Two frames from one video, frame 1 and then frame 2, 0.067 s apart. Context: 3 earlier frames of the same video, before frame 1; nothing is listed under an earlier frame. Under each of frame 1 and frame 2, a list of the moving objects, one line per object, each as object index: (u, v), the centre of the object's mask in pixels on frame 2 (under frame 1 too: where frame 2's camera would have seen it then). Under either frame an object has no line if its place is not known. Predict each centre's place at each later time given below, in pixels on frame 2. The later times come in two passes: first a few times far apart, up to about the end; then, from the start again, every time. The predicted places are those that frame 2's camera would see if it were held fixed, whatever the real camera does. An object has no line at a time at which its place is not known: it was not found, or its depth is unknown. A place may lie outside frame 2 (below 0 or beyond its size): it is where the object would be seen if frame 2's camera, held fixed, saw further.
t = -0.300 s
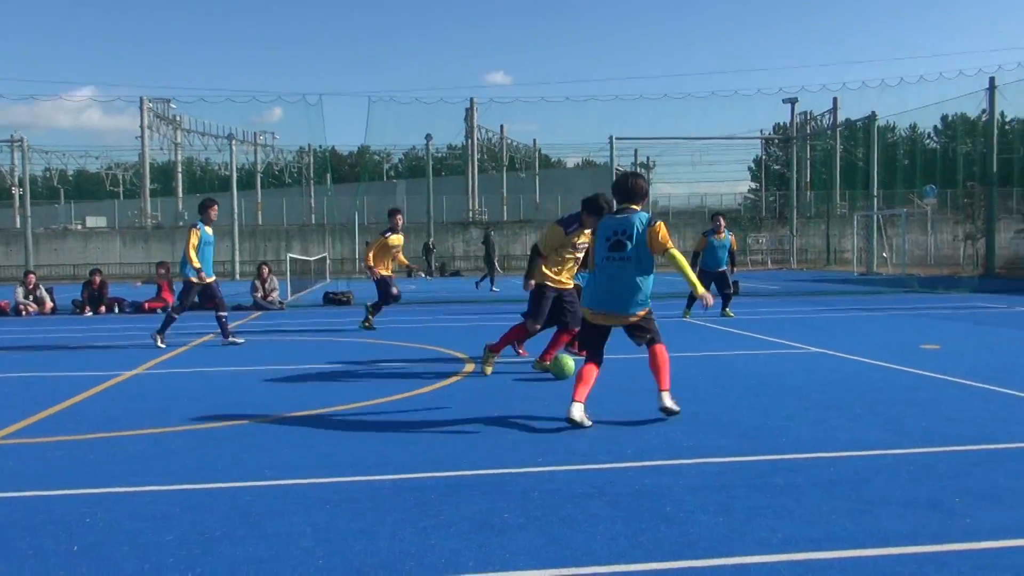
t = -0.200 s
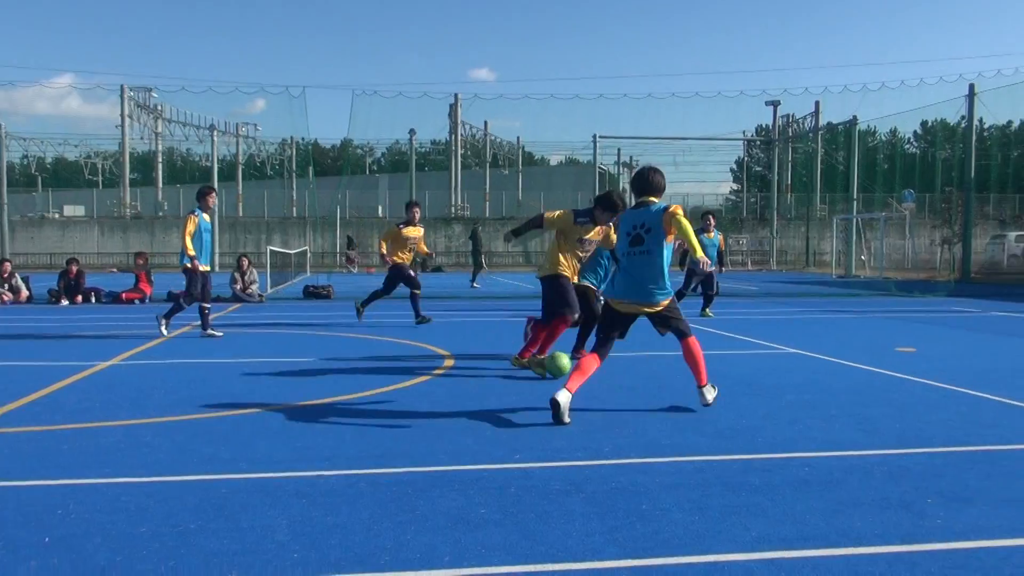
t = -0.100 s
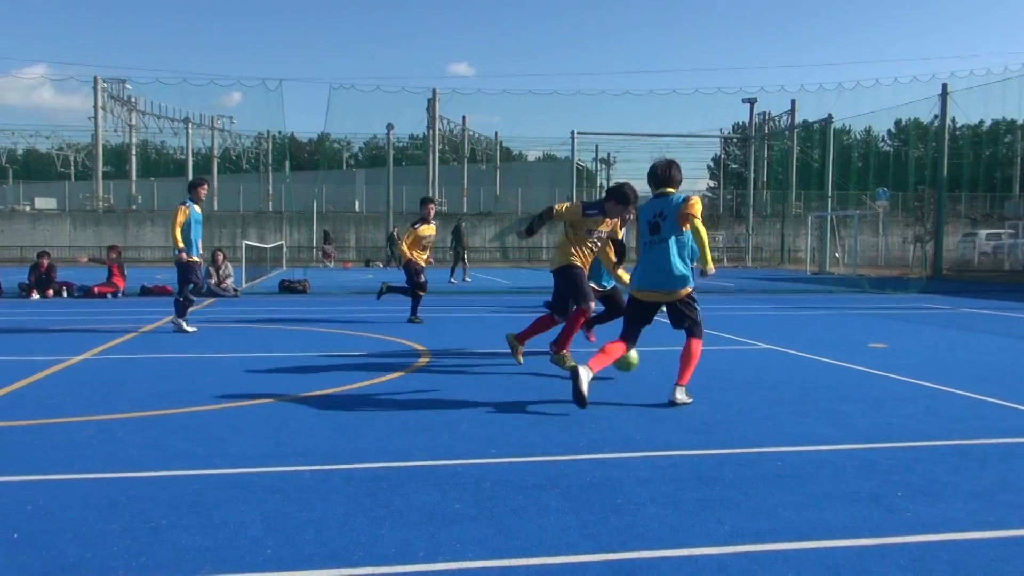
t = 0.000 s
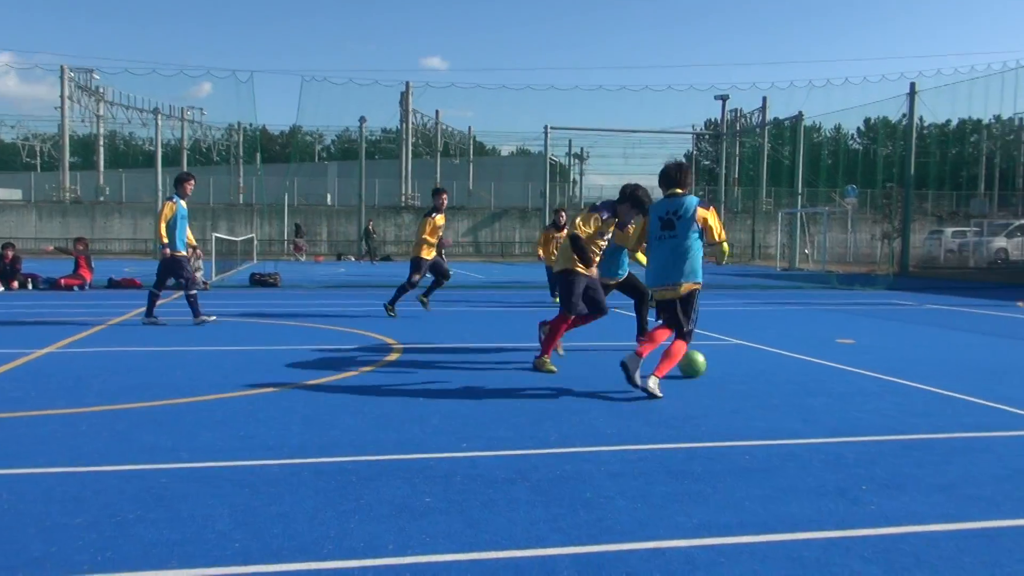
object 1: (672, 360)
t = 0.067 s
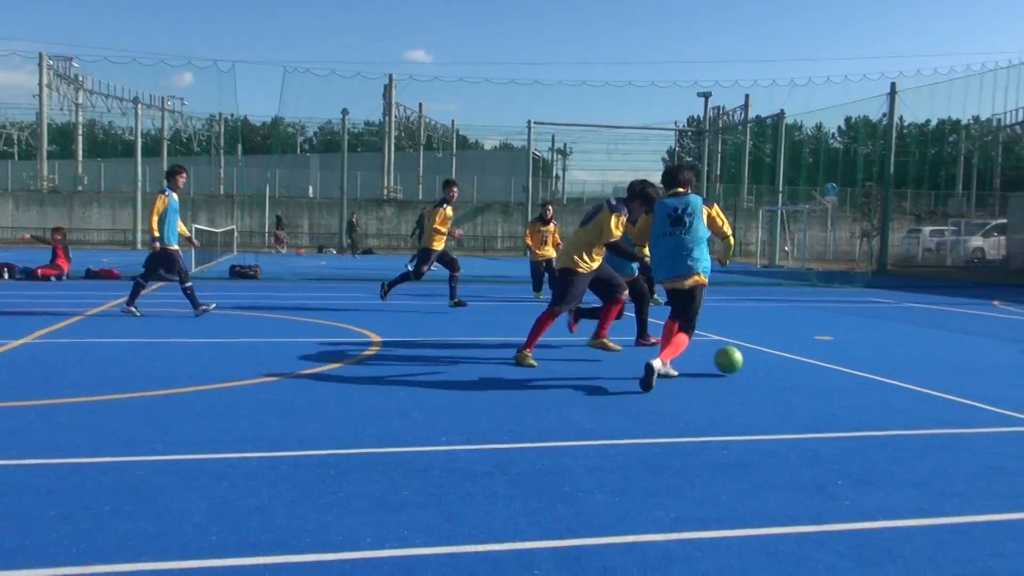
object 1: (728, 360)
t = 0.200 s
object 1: (839, 367)
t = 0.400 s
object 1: (991, 376)
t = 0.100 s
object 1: (757, 362)
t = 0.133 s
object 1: (786, 365)
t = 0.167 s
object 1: (812, 366)
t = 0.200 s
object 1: (839, 367)
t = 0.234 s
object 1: (866, 369)
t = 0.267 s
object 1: (892, 371)
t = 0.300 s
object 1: (917, 372)
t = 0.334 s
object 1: (943, 373)
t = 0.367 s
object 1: (967, 375)
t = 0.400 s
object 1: (991, 376)
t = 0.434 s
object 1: (1015, 377)
